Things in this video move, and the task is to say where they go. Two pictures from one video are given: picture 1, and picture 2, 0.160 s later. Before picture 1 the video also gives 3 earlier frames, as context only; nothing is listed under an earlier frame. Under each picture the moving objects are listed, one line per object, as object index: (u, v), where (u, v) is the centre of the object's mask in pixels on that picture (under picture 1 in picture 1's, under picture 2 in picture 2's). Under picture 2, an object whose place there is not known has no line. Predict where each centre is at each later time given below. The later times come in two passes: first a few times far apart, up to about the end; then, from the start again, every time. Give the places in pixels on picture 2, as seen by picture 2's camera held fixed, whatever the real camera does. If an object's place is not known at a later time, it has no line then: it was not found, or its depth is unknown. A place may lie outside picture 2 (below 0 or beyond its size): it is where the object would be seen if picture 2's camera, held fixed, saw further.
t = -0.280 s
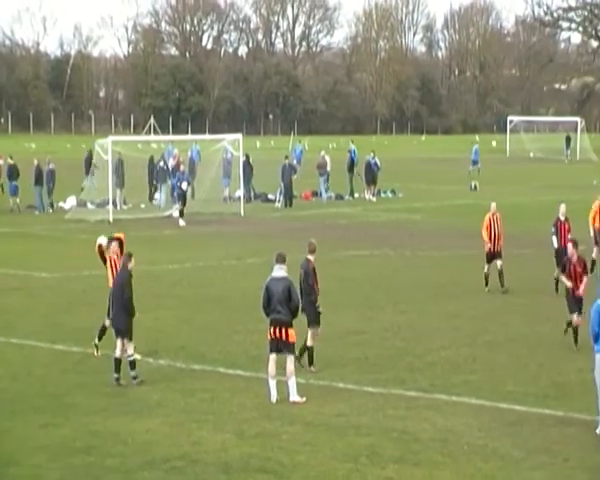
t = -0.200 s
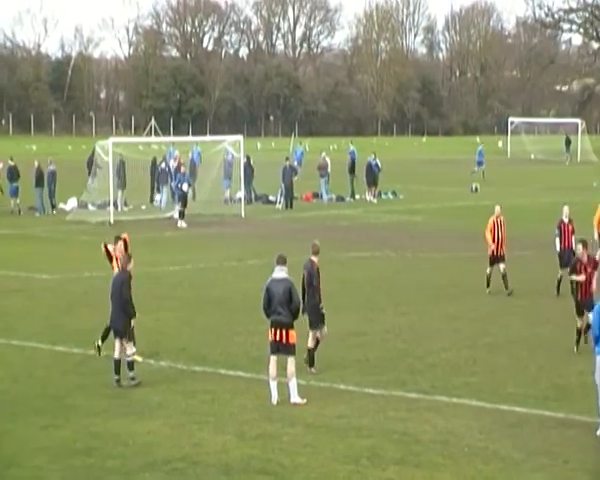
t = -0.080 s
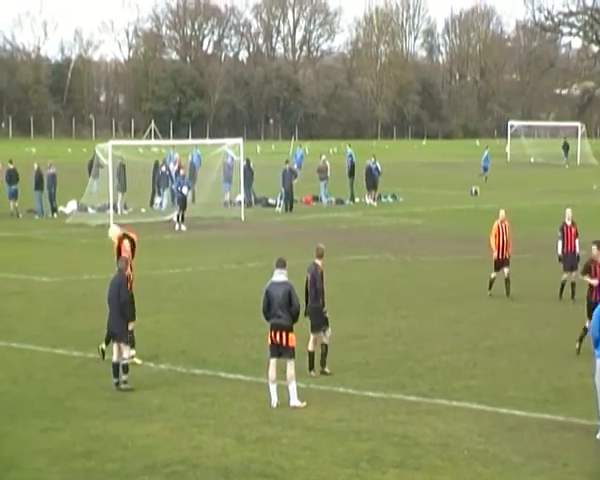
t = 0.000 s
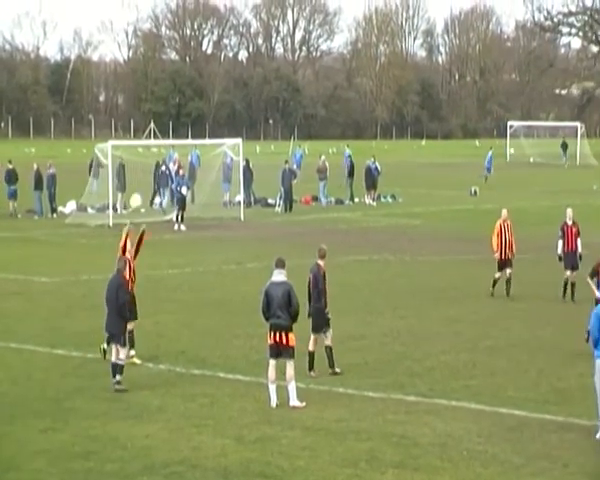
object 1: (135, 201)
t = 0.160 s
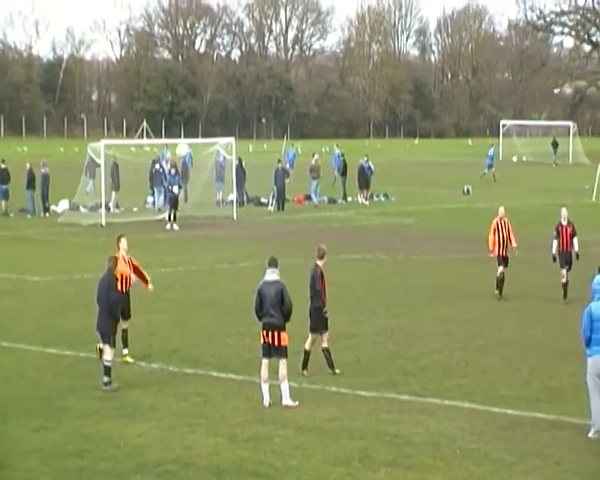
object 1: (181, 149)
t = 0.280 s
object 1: (224, 123)
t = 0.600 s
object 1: (340, 100)
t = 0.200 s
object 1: (196, 139)
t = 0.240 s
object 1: (210, 130)
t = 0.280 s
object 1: (224, 123)
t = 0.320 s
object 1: (238, 116)
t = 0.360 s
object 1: (252, 110)
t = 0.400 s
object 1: (267, 106)
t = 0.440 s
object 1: (281, 103)
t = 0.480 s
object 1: (296, 100)
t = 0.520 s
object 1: (310, 99)
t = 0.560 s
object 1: (325, 99)
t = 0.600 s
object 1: (340, 100)
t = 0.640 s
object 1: (356, 103)
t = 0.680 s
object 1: (371, 107)
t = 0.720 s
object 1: (387, 113)
